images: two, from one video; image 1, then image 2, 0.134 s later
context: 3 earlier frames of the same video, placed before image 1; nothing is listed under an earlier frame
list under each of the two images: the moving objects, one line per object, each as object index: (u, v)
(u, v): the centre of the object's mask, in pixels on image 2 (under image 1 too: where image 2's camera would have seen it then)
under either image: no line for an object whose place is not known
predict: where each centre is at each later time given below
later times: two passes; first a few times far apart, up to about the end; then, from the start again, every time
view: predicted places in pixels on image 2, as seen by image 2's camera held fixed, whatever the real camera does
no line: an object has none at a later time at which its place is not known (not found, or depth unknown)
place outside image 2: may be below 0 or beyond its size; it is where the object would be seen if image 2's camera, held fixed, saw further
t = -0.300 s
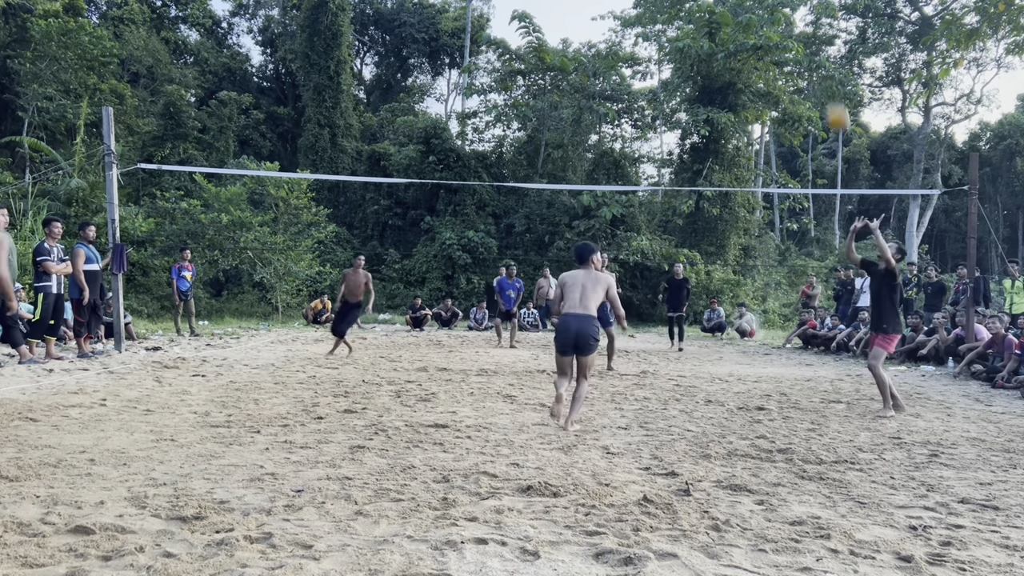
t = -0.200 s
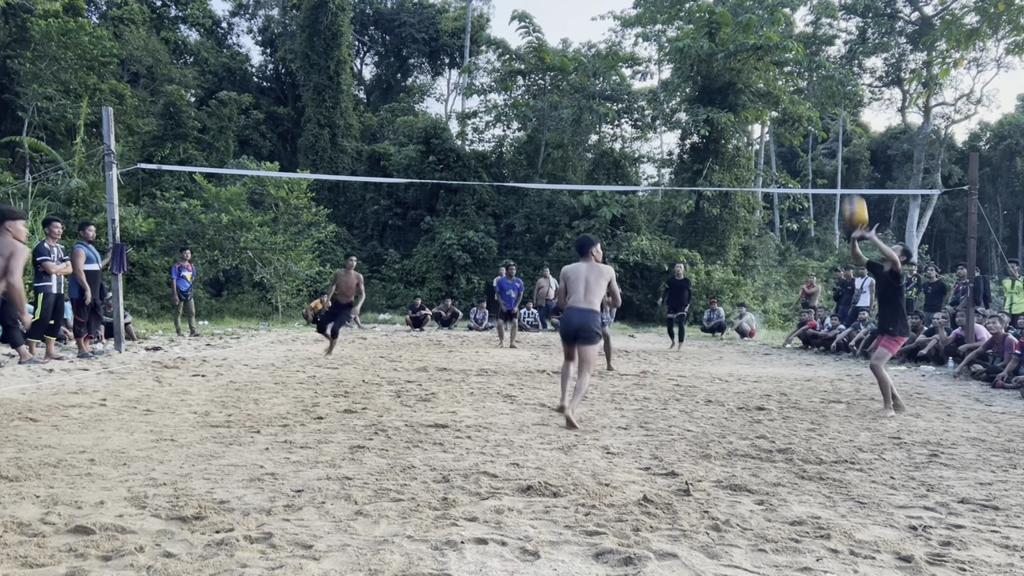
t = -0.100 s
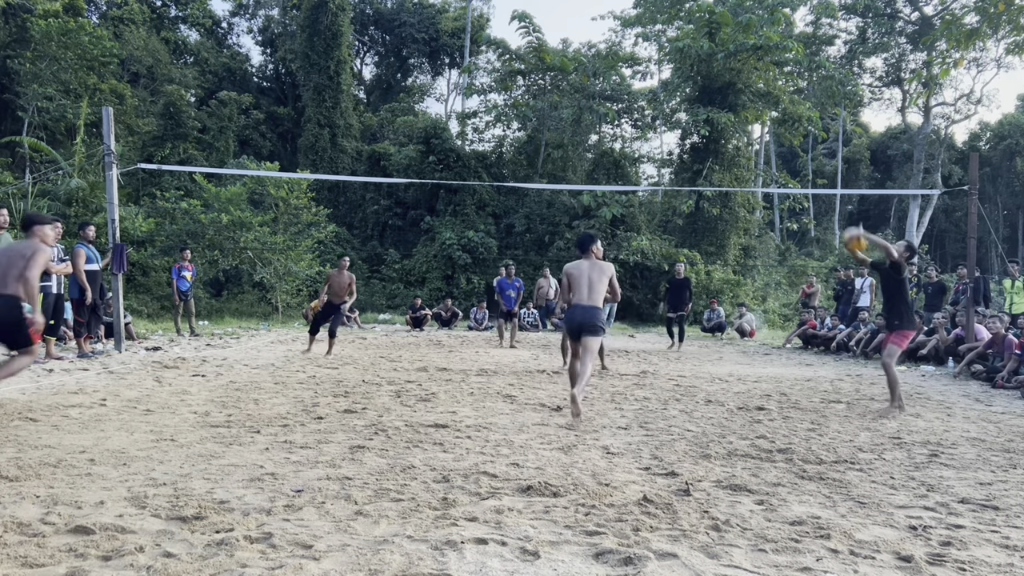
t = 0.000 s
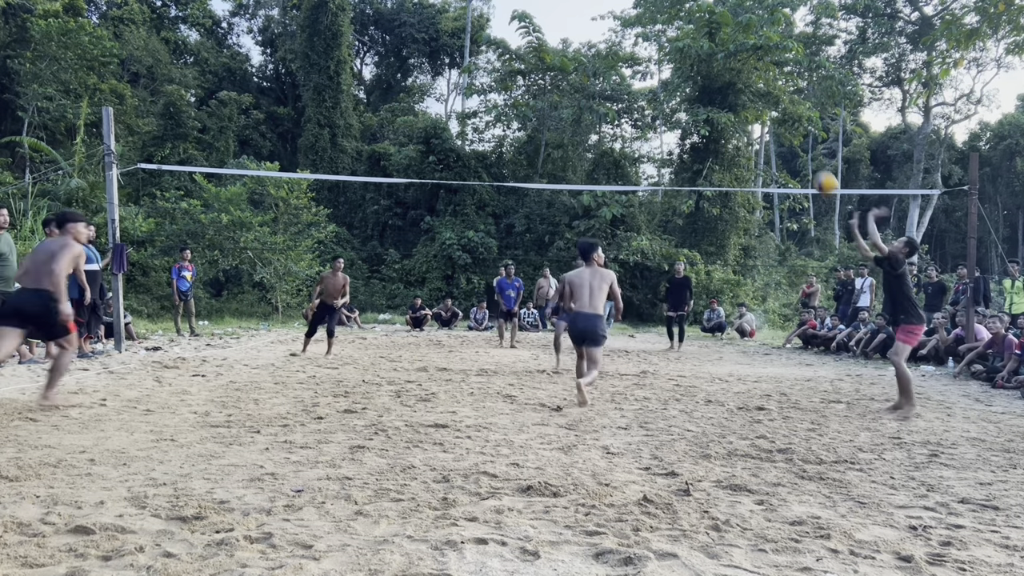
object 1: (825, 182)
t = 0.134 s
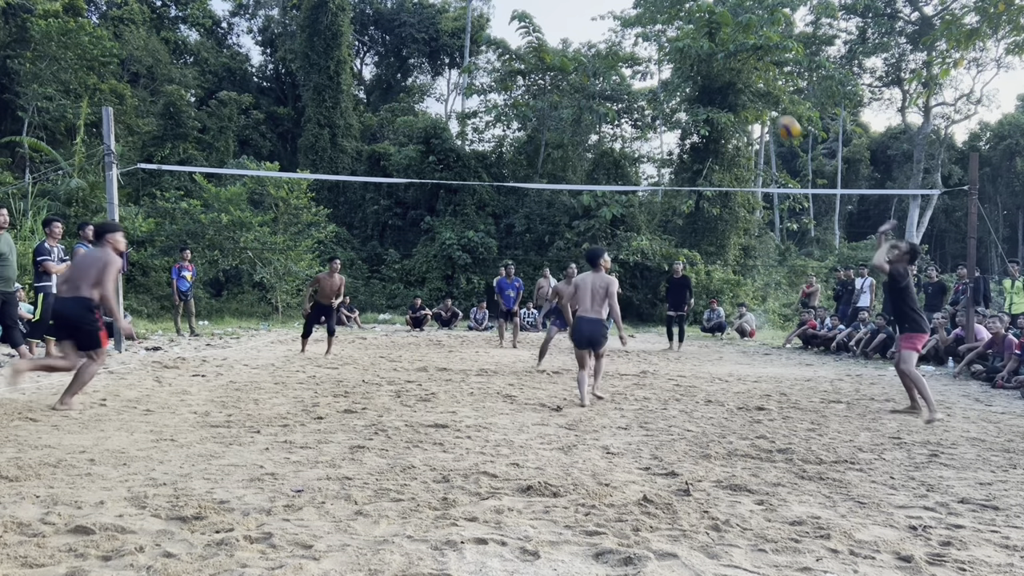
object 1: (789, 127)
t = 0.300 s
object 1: (745, 86)
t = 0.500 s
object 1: (700, 76)
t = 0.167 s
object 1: (779, 116)
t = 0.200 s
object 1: (771, 107)
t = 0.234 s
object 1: (762, 99)
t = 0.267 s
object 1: (754, 92)
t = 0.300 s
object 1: (745, 86)
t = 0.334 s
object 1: (738, 82)
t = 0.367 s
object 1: (730, 79)
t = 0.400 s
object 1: (722, 77)
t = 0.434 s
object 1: (714, 76)
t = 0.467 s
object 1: (707, 76)
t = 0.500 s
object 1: (700, 76)
